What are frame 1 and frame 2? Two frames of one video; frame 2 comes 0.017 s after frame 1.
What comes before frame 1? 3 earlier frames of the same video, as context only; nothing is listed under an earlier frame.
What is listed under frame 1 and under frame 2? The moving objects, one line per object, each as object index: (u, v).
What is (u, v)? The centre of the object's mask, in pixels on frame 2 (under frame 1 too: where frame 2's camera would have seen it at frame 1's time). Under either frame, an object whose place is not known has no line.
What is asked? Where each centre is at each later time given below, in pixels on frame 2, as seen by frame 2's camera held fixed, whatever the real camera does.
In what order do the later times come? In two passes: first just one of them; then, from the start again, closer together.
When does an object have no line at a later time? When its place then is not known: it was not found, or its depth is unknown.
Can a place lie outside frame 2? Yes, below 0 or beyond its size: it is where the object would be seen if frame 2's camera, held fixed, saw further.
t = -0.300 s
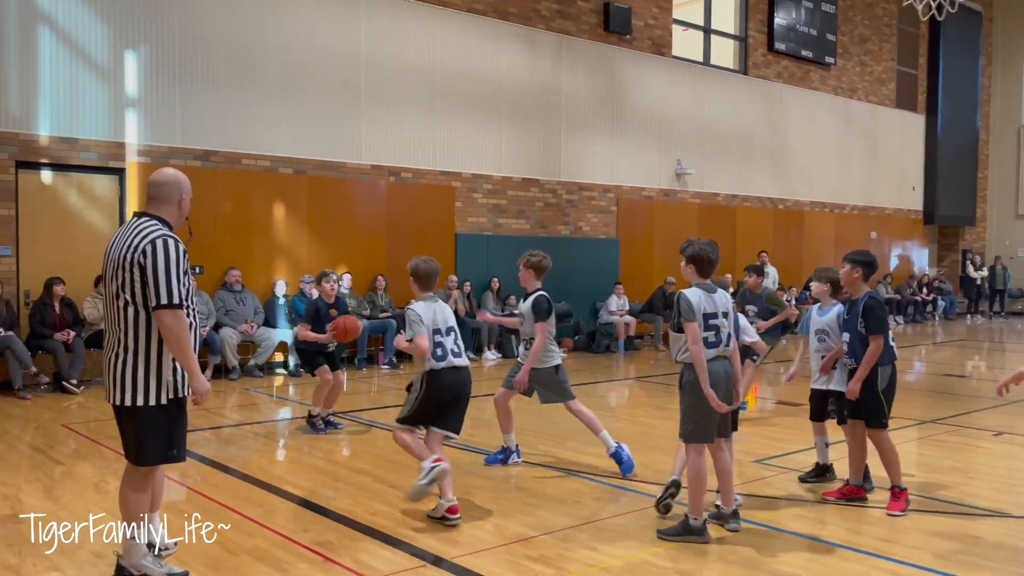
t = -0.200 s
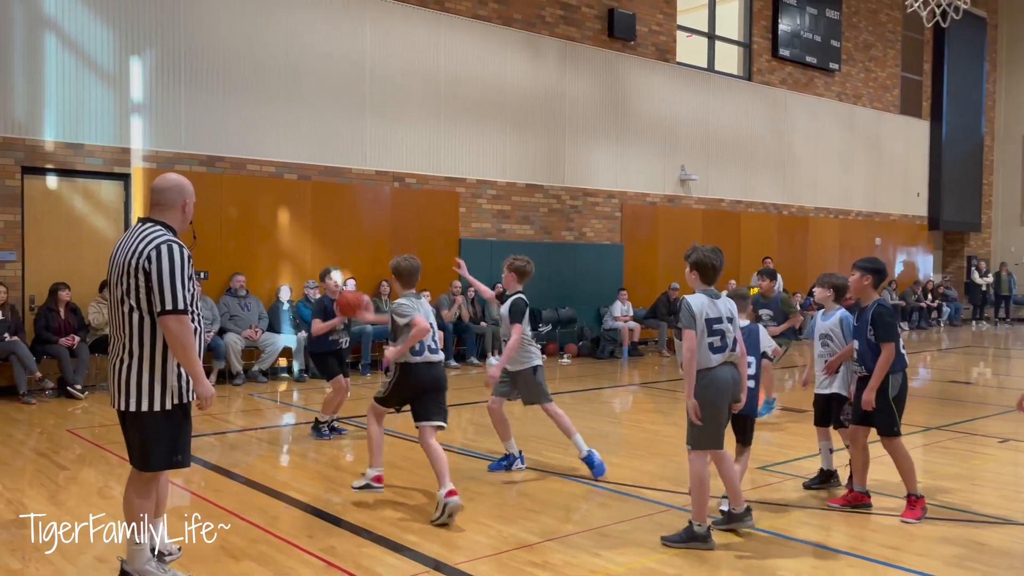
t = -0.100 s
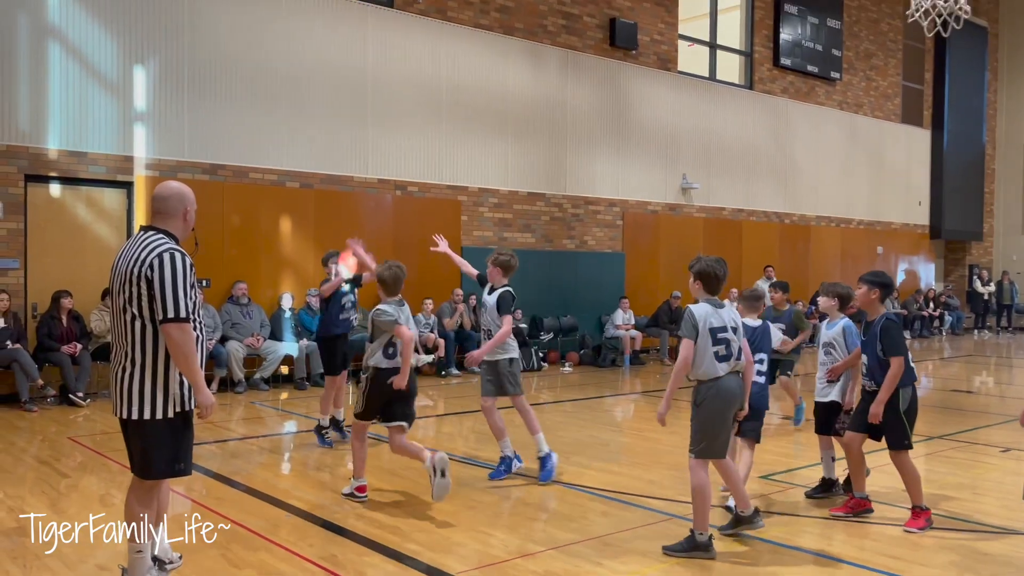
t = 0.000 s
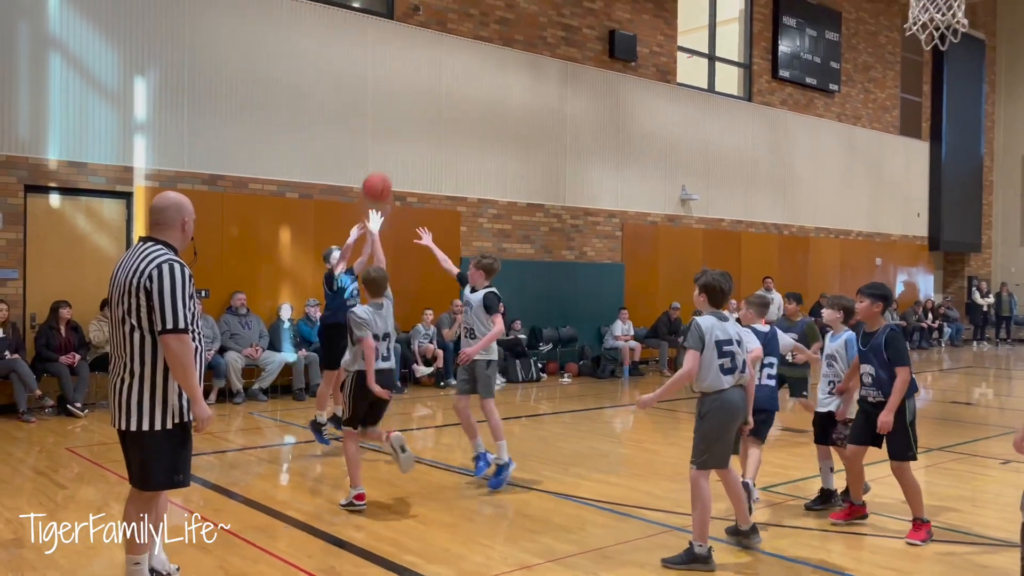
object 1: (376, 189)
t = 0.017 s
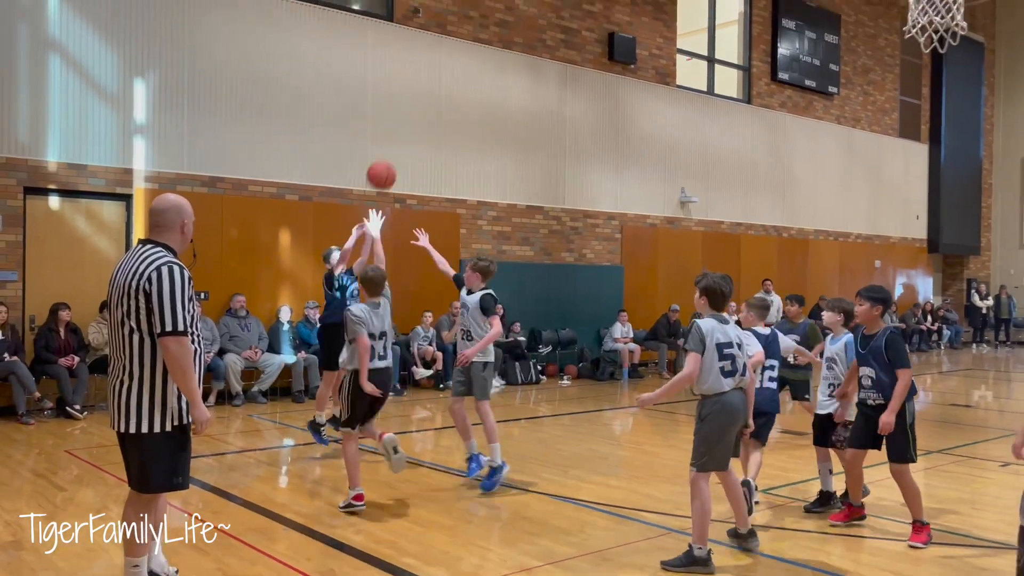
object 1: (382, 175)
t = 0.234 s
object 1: (454, 5)
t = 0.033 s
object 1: (386, 161)
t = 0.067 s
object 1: (397, 133)
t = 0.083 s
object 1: (402, 119)
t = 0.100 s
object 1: (408, 106)
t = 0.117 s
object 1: (413, 93)
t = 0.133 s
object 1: (419, 79)
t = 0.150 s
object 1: (424, 66)
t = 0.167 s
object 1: (430, 54)
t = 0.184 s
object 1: (436, 41)
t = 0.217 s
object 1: (448, 17)
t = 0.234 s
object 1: (454, 5)
